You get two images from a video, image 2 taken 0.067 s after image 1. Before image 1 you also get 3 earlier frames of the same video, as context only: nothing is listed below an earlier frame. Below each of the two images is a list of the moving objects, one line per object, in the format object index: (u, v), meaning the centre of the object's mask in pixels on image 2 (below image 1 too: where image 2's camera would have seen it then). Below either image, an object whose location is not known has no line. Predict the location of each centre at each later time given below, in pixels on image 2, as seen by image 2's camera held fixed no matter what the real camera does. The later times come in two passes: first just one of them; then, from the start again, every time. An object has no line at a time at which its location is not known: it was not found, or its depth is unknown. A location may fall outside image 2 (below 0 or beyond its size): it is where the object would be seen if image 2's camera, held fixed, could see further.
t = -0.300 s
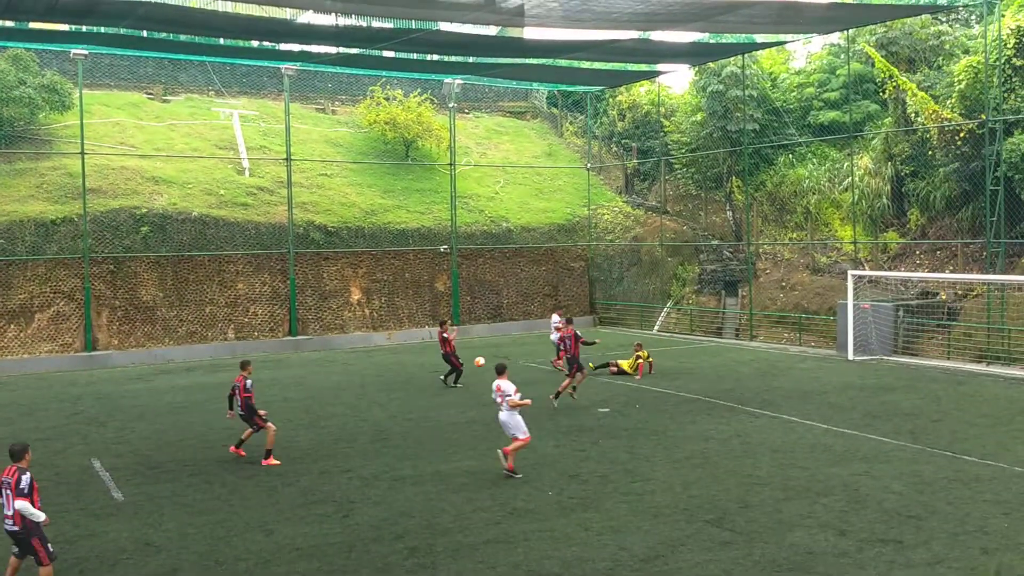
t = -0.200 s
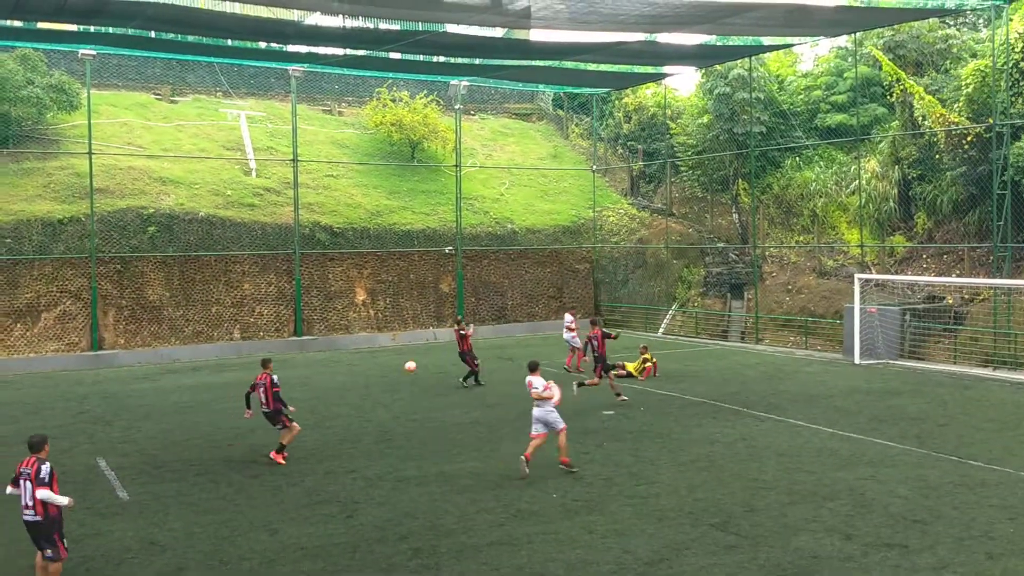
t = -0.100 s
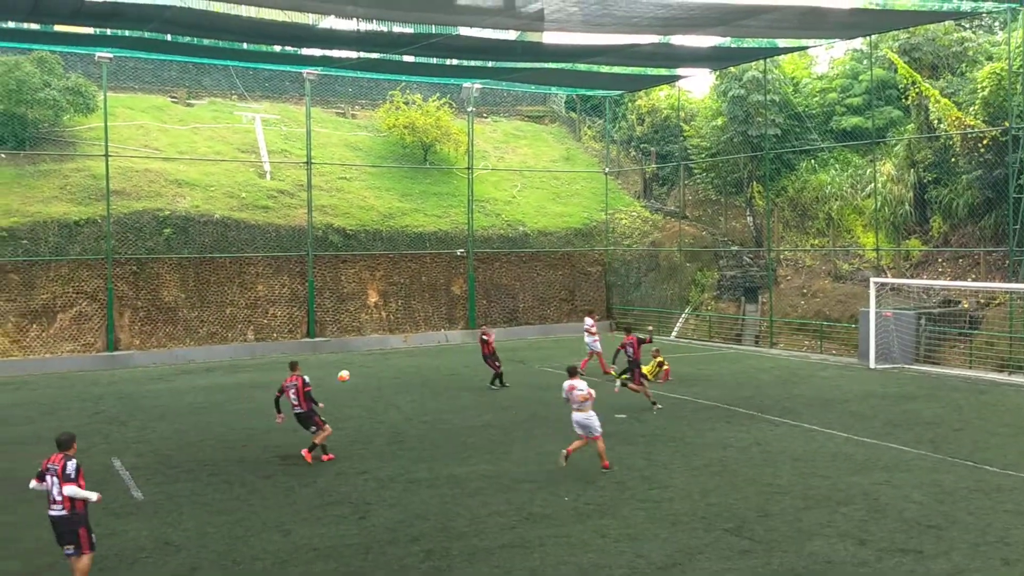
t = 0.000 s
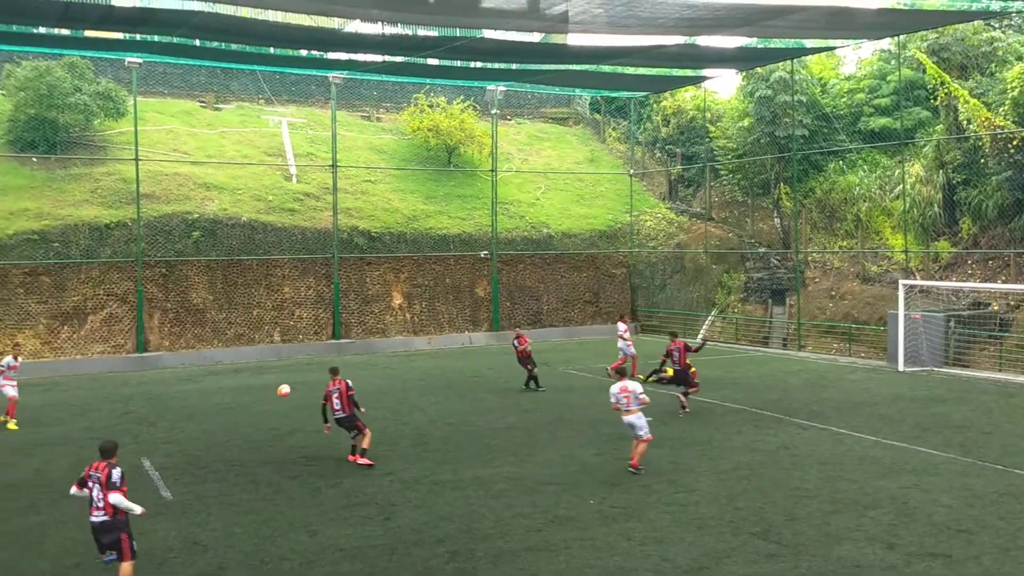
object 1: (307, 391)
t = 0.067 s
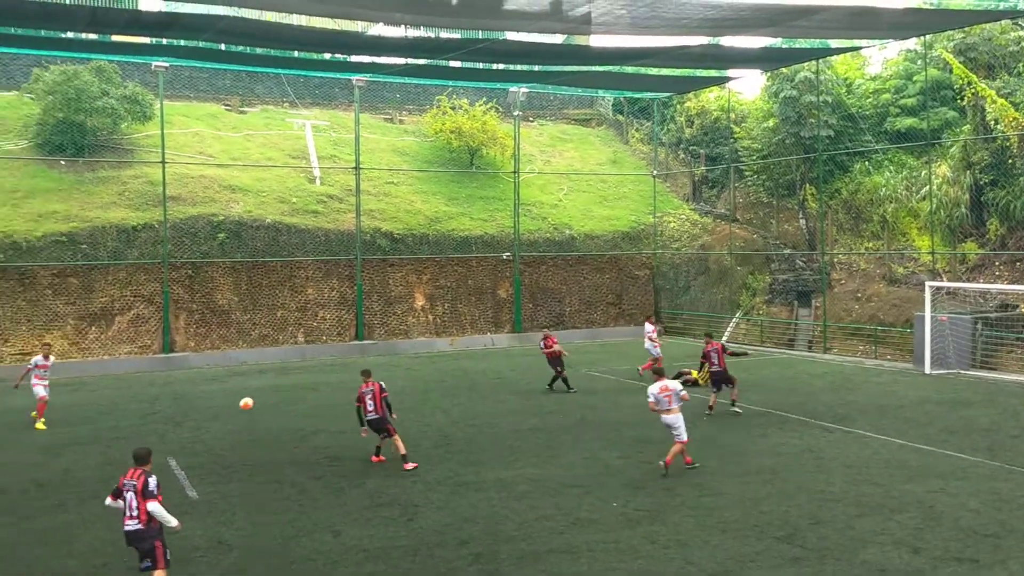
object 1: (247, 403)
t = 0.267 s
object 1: (29, 465)
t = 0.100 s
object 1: (213, 411)
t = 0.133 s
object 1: (180, 419)
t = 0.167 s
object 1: (146, 429)
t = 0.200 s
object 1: (109, 440)
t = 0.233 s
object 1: (70, 452)
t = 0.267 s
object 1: (29, 465)
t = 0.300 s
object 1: (-11, 479)
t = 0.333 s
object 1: (-48, 480)
